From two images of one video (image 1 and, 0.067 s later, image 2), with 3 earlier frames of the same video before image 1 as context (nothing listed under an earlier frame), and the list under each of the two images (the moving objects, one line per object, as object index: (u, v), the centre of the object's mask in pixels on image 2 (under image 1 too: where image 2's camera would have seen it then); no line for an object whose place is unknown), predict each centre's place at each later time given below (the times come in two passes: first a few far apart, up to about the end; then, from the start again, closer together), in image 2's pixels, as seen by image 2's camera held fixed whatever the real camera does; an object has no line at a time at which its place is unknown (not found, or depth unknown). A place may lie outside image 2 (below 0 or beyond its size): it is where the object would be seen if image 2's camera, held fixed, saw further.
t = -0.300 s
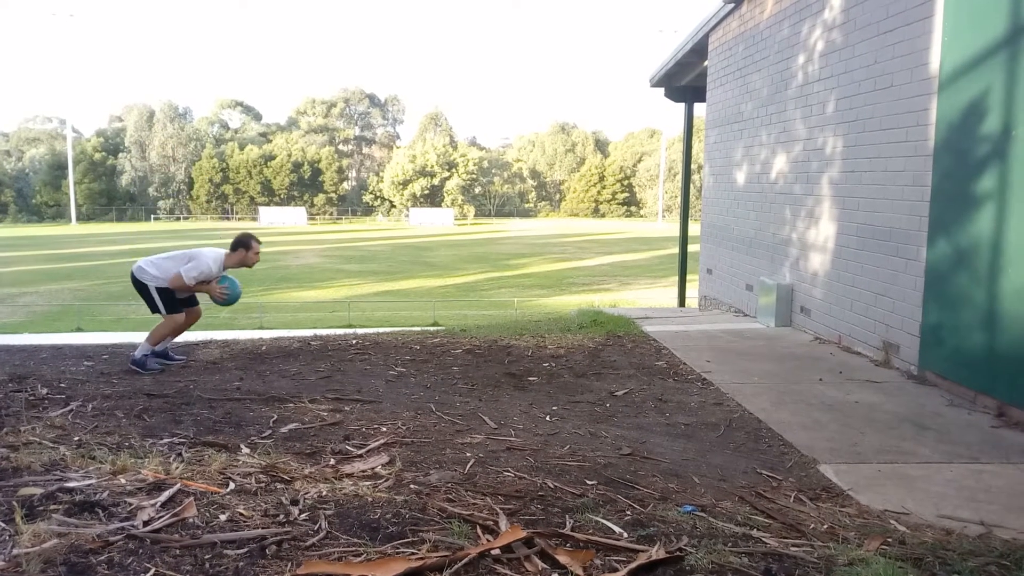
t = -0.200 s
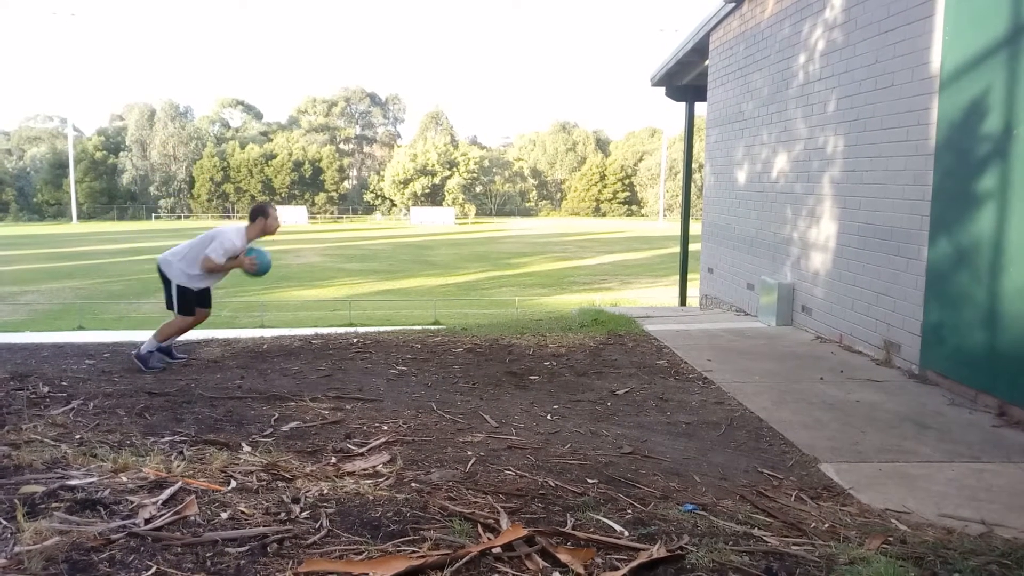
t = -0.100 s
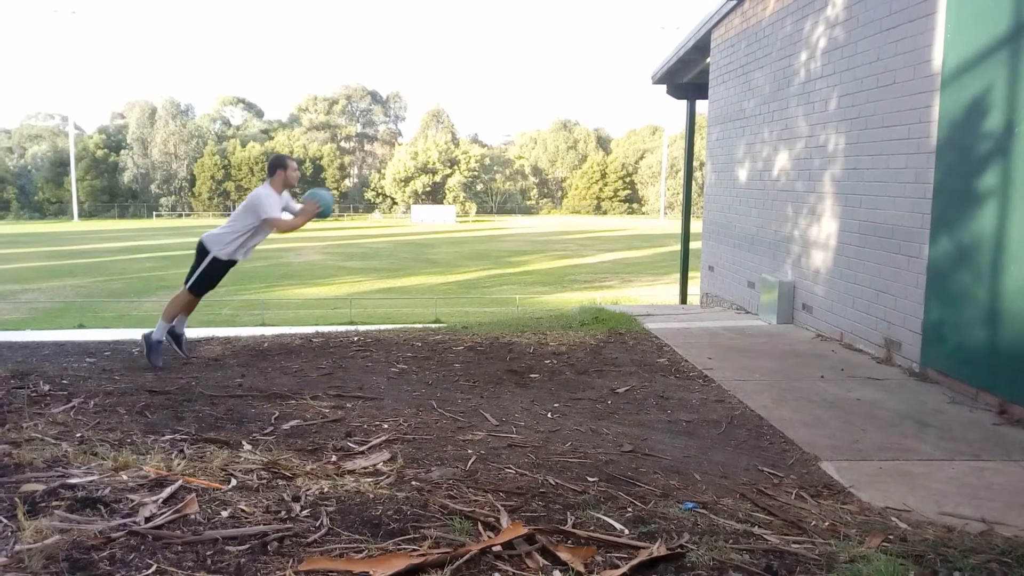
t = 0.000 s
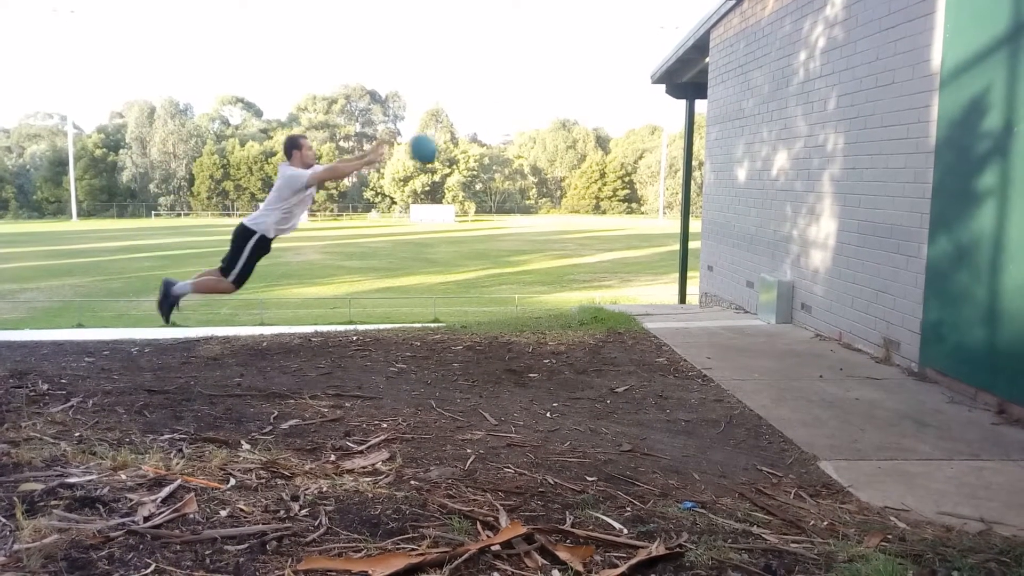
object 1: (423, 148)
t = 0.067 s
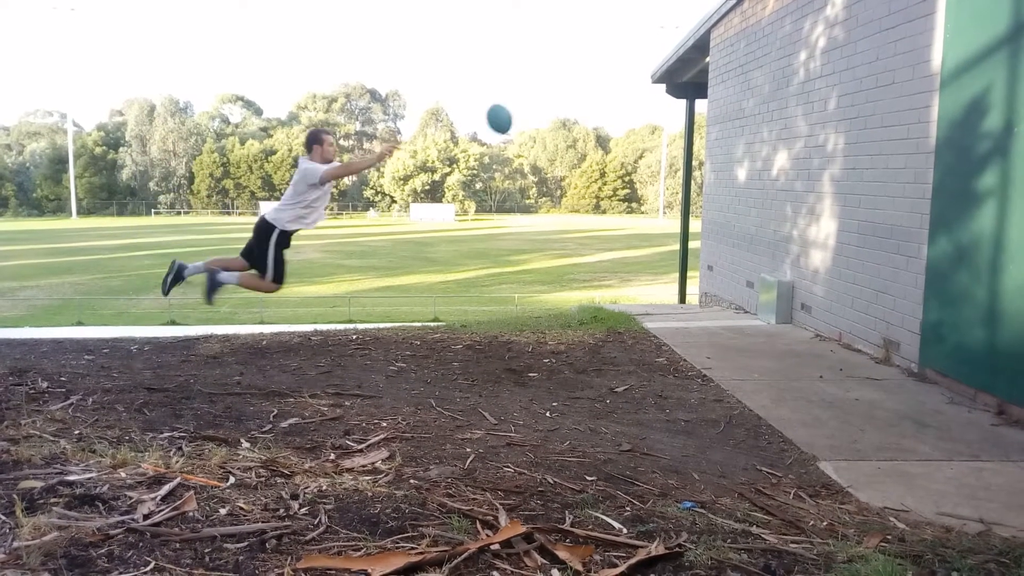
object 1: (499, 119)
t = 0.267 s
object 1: (733, 63)
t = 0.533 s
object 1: (730, 78)
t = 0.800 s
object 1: (536, 196)
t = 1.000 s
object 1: (397, 342)
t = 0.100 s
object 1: (537, 106)
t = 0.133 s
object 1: (576, 95)
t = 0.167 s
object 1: (615, 84)
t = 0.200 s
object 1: (655, 76)
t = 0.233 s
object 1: (691, 69)
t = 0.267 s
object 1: (733, 63)
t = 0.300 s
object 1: (772, 59)
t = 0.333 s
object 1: (811, 57)
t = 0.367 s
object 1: (846, 57)
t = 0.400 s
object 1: (827, 57)
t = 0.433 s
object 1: (802, 60)
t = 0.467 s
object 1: (778, 64)
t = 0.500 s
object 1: (755, 70)
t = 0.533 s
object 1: (730, 78)
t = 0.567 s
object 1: (705, 86)
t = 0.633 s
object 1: (657, 111)
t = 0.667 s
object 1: (633, 124)
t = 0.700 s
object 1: (608, 140)
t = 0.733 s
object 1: (584, 156)
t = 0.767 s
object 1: (560, 176)
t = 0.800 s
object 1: (536, 196)
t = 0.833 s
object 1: (513, 217)
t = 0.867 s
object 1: (488, 242)
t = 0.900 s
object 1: (465, 265)
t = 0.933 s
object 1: (442, 292)
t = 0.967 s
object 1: (419, 319)
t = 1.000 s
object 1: (397, 342)
